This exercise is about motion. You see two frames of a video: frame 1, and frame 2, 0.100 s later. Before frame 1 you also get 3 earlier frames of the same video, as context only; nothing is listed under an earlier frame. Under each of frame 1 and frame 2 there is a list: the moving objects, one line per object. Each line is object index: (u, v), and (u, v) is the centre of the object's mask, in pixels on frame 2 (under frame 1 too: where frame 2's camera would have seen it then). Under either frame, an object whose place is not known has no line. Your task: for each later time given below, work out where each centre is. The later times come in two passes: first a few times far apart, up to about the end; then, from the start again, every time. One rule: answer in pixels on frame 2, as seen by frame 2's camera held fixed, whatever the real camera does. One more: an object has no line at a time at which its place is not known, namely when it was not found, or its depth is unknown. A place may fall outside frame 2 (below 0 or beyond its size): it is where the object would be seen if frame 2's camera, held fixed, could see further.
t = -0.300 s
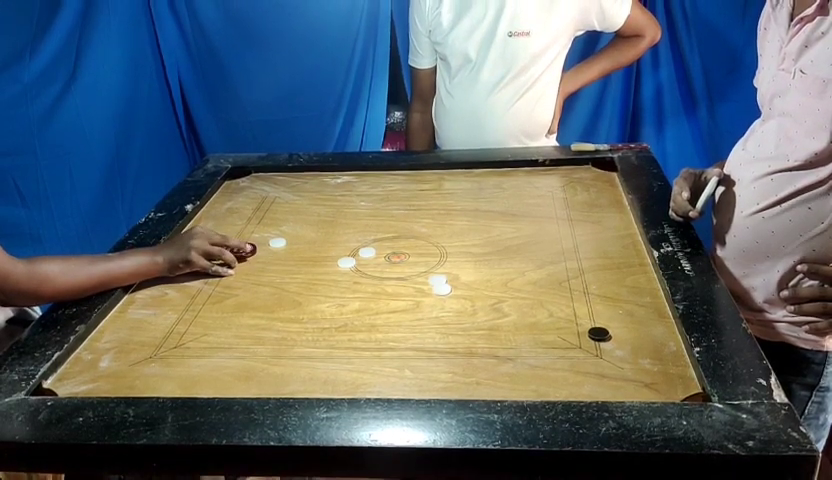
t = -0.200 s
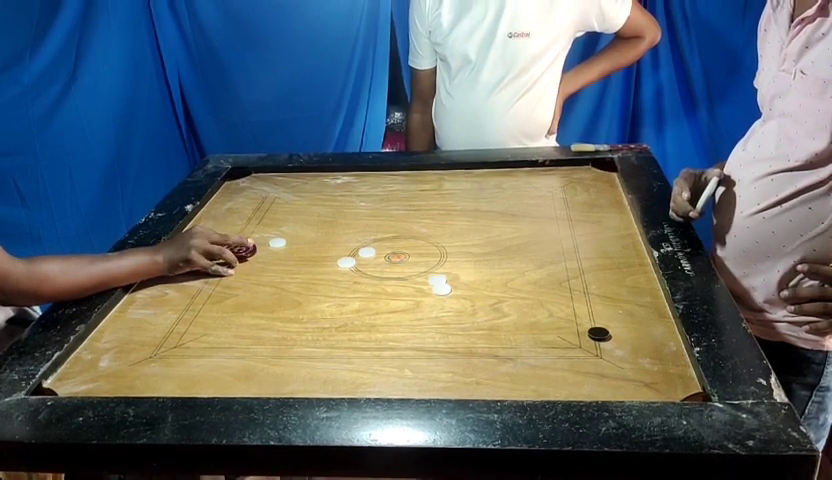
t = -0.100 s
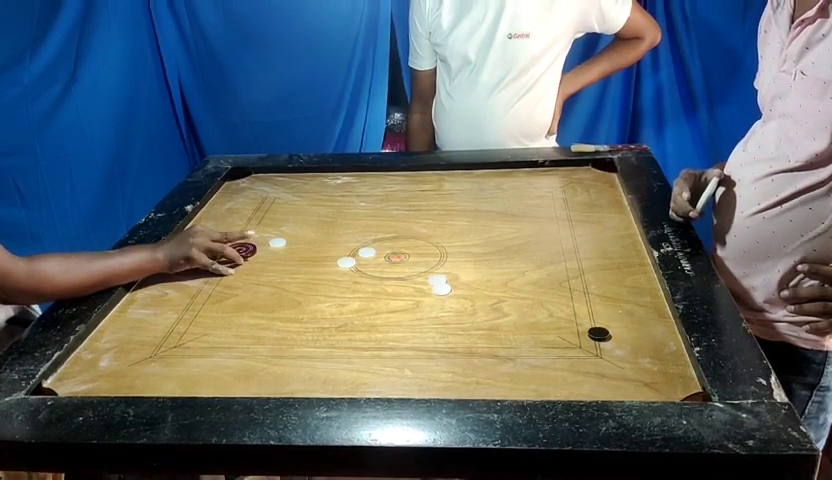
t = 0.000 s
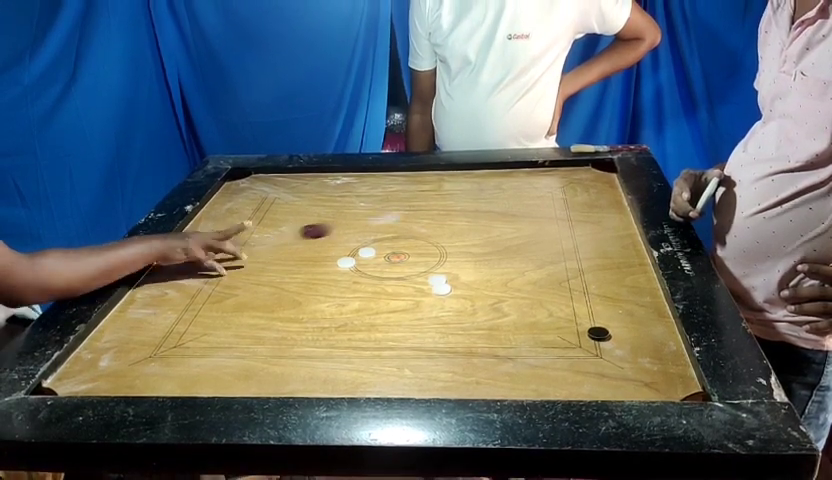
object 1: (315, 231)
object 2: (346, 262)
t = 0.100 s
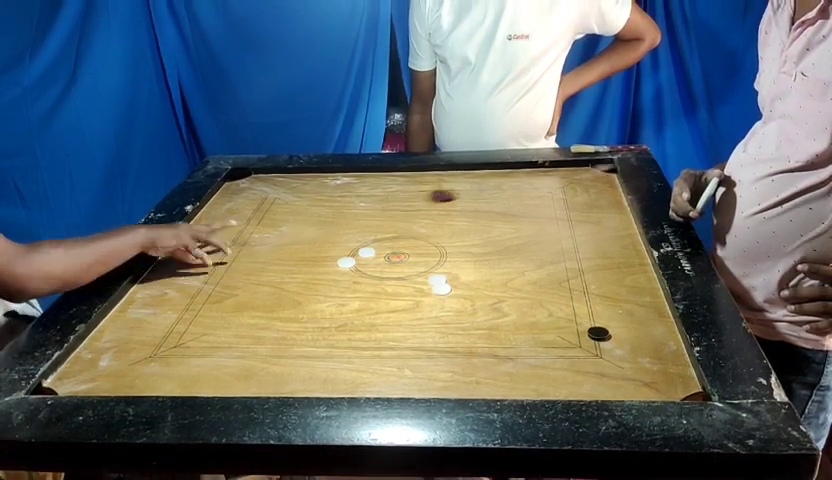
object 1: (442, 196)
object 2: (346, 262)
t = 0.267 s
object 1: (600, 190)
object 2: (346, 262)
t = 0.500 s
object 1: (431, 237)
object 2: (346, 262)
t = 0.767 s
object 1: (298, 278)
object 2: (321, 299)
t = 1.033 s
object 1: (210, 306)
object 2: (307, 321)
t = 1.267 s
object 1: (169, 322)
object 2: (307, 321)
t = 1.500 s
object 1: (167, 322)
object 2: (307, 321)
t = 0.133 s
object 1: (480, 185)
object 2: (346, 262)
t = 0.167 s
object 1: (514, 176)
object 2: (346, 262)
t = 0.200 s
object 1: (547, 178)
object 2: (346, 262)
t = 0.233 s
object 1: (583, 184)
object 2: (346, 262)
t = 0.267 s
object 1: (600, 190)
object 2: (346, 262)
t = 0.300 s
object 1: (577, 197)
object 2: (346, 262)
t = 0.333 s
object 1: (552, 205)
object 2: (346, 262)
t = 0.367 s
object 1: (528, 211)
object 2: (346, 262)
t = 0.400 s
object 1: (506, 217)
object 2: (346, 262)
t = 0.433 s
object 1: (479, 224)
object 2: (346, 262)
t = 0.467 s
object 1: (455, 231)
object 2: (346, 262)
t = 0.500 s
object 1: (431, 237)
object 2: (346, 262)
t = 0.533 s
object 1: (406, 244)
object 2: (346, 262)
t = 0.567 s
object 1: (385, 250)
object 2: (345, 262)
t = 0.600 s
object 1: (369, 255)
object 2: (341, 268)
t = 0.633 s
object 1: (354, 260)
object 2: (337, 276)
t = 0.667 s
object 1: (339, 265)
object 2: (332, 281)
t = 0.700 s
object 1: (325, 269)
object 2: (328, 288)
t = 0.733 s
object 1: (311, 273)
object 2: (324, 294)
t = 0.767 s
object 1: (298, 278)
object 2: (321, 299)
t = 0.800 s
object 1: (285, 282)
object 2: (318, 303)
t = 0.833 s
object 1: (272, 286)
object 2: (315, 308)
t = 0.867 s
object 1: (260, 289)
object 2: (312, 312)
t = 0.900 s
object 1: (249, 293)
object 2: (310, 315)
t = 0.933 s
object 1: (238, 297)
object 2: (309, 317)
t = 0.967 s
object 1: (228, 300)
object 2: (308, 319)
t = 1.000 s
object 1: (219, 303)
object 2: (307, 320)
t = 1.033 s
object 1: (210, 306)
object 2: (307, 321)
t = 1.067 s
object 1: (202, 309)
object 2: (307, 321)
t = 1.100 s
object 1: (193, 312)
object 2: (307, 321)
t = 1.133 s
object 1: (186, 315)
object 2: (307, 321)
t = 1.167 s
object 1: (180, 317)
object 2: (307, 321)
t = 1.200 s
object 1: (176, 319)
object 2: (307, 321)
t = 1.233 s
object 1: (171, 321)
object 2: (307, 321)
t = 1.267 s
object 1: (169, 322)
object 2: (307, 321)
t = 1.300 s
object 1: (168, 322)
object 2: (307, 321)
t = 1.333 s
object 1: (168, 322)
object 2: (307, 321)
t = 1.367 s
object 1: (167, 322)
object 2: (307, 321)
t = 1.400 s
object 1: (167, 322)
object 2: (307, 321)
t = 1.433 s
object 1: (167, 322)
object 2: (307, 321)
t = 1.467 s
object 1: (167, 322)
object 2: (307, 321)
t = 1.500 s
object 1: (167, 322)
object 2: (307, 321)
